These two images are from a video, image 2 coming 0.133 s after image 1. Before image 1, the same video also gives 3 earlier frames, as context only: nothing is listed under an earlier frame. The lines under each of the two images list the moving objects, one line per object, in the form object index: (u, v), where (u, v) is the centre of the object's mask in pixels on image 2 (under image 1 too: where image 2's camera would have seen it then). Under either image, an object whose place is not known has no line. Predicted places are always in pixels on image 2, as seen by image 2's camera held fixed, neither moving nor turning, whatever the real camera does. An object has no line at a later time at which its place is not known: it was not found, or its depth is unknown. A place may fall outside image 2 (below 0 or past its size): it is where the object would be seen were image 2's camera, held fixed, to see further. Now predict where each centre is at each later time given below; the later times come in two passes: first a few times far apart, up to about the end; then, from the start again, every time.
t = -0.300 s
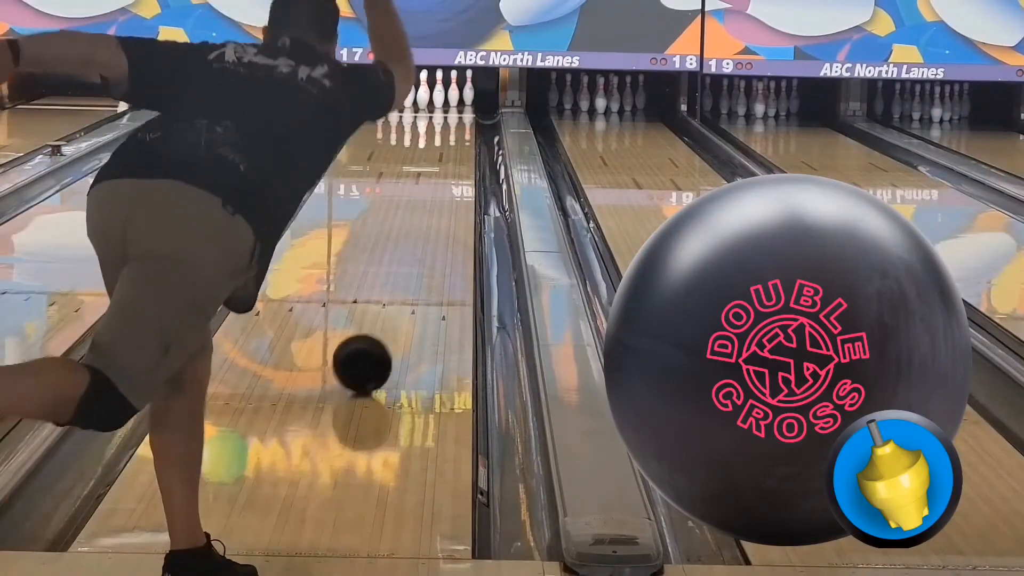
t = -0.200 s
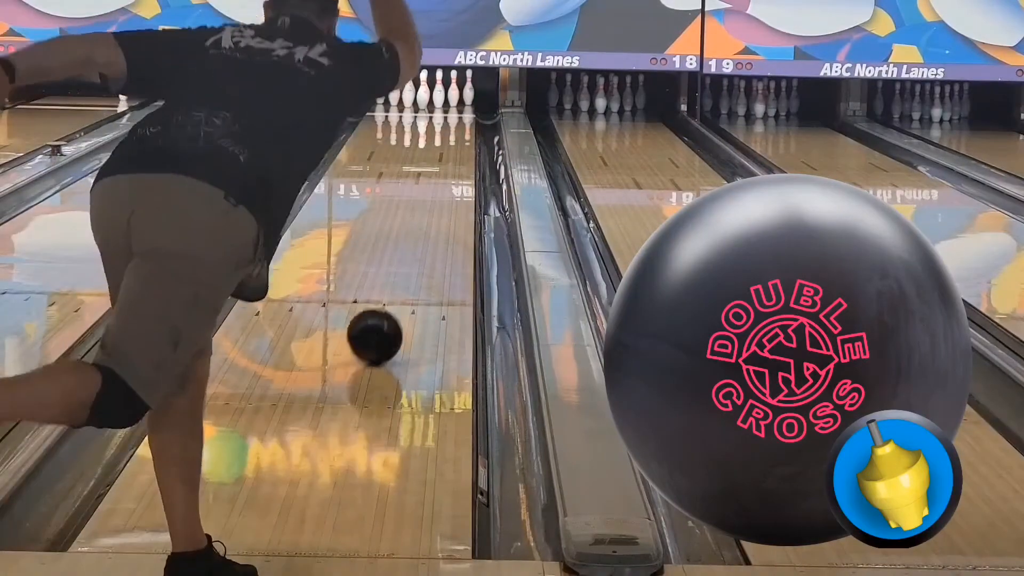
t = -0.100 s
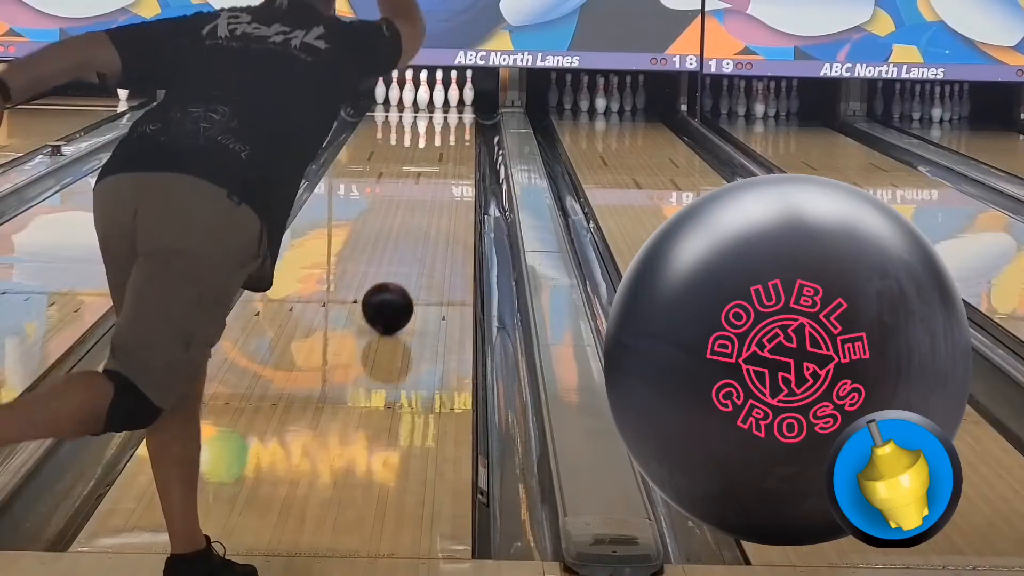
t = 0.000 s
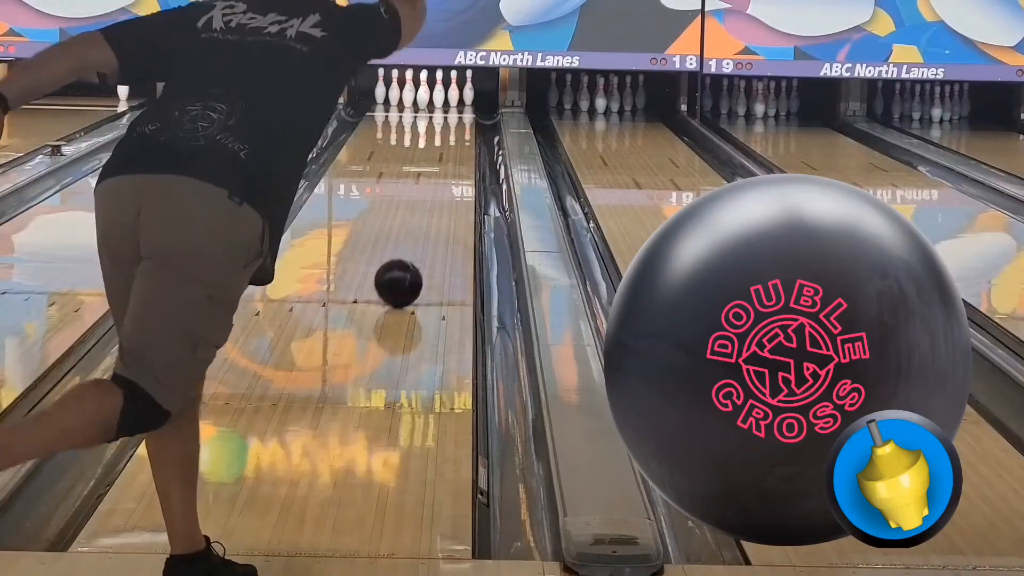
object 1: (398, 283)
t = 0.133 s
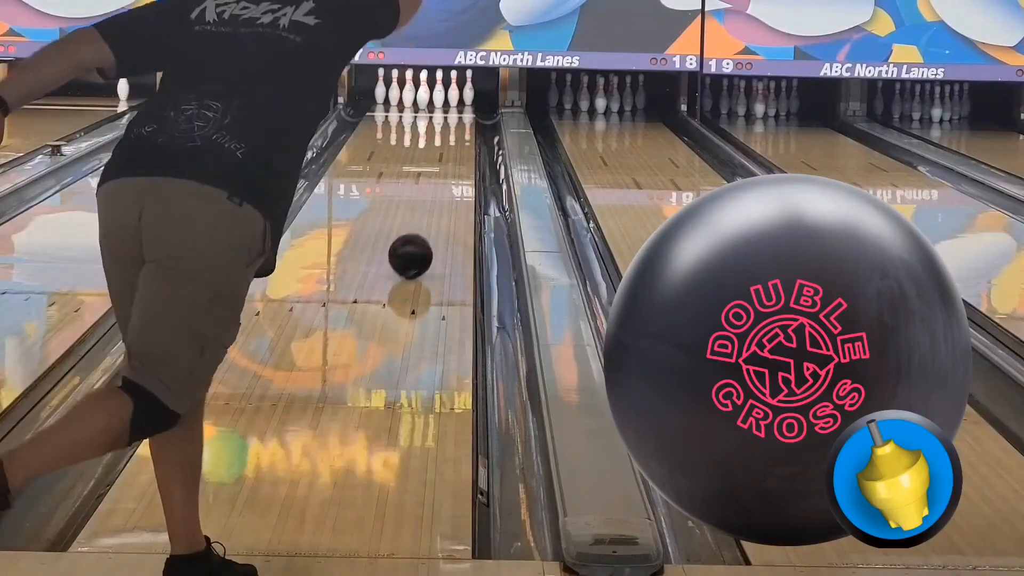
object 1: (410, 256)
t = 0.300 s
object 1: (422, 227)
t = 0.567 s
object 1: (436, 191)
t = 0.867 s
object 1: (445, 161)
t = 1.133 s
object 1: (448, 141)
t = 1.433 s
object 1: (446, 123)
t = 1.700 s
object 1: (440, 110)
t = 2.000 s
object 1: (431, 99)
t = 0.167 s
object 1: (413, 250)
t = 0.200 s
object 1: (416, 244)
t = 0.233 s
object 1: (418, 238)
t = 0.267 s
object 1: (420, 233)
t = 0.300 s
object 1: (422, 227)
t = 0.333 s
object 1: (424, 222)
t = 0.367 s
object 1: (427, 218)
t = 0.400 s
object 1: (428, 213)
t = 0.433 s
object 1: (430, 208)
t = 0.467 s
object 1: (432, 204)
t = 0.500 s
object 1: (433, 200)
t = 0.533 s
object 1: (435, 195)
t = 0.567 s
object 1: (436, 191)
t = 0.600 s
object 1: (438, 188)
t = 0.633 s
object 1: (439, 184)
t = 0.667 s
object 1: (440, 180)
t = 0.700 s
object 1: (441, 177)
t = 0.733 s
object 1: (442, 174)
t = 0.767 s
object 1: (443, 170)
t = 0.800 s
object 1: (444, 167)
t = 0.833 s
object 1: (444, 165)
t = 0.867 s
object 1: (445, 161)
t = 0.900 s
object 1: (446, 158)
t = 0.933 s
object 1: (446, 155)
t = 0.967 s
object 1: (447, 153)
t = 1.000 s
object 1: (447, 150)
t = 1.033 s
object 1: (448, 148)
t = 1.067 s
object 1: (448, 146)
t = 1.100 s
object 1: (448, 143)
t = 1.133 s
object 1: (448, 141)
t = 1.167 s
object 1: (448, 139)
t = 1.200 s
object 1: (449, 137)
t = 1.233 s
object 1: (448, 134)
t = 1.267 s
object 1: (448, 132)
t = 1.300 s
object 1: (448, 130)
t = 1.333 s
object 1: (448, 128)
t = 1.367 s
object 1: (447, 127)
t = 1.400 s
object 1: (447, 124)
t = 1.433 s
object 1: (446, 123)
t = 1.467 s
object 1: (446, 121)
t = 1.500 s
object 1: (445, 119)
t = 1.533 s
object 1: (444, 118)
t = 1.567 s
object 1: (443, 116)
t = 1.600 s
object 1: (443, 115)
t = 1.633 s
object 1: (442, 113)
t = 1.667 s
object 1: (441, 111)
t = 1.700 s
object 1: (440, 110)
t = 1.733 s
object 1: (438, 108)
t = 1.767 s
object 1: (437, 107)
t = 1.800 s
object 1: (436, 106)
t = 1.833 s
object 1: (435, 104)
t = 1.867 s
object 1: (434, 103)
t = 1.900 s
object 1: (433, 102)
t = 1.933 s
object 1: (431, 101)
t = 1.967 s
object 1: (430, 101)
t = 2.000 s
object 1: (431, 99)
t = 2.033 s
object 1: (431, 98)
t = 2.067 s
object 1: (430, 98)
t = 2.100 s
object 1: (430, 98)
